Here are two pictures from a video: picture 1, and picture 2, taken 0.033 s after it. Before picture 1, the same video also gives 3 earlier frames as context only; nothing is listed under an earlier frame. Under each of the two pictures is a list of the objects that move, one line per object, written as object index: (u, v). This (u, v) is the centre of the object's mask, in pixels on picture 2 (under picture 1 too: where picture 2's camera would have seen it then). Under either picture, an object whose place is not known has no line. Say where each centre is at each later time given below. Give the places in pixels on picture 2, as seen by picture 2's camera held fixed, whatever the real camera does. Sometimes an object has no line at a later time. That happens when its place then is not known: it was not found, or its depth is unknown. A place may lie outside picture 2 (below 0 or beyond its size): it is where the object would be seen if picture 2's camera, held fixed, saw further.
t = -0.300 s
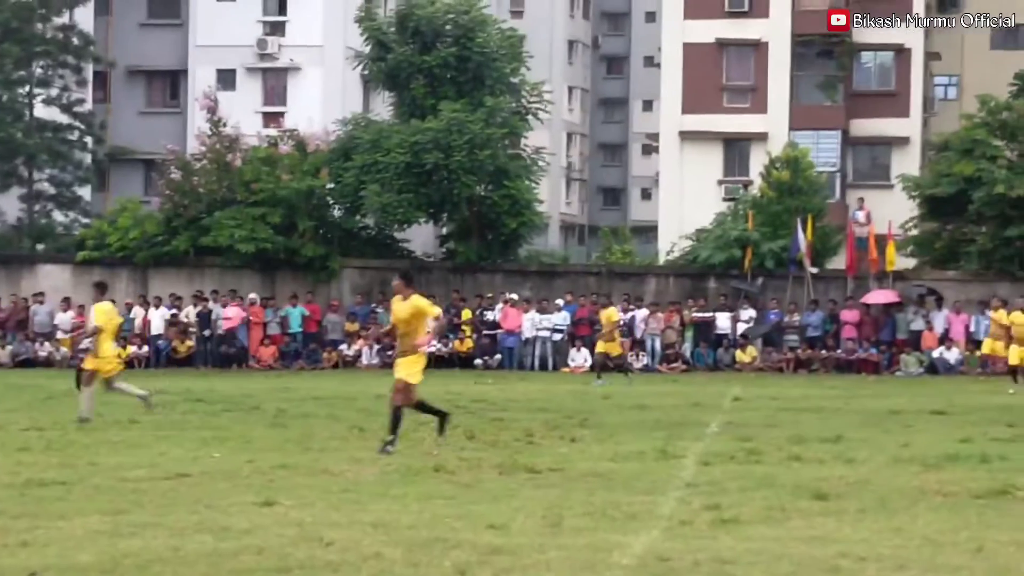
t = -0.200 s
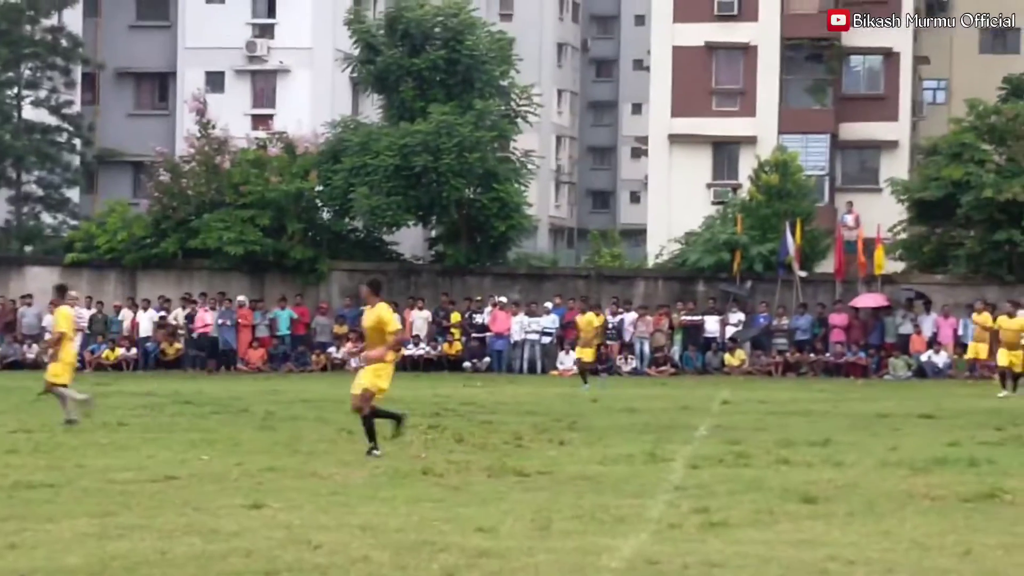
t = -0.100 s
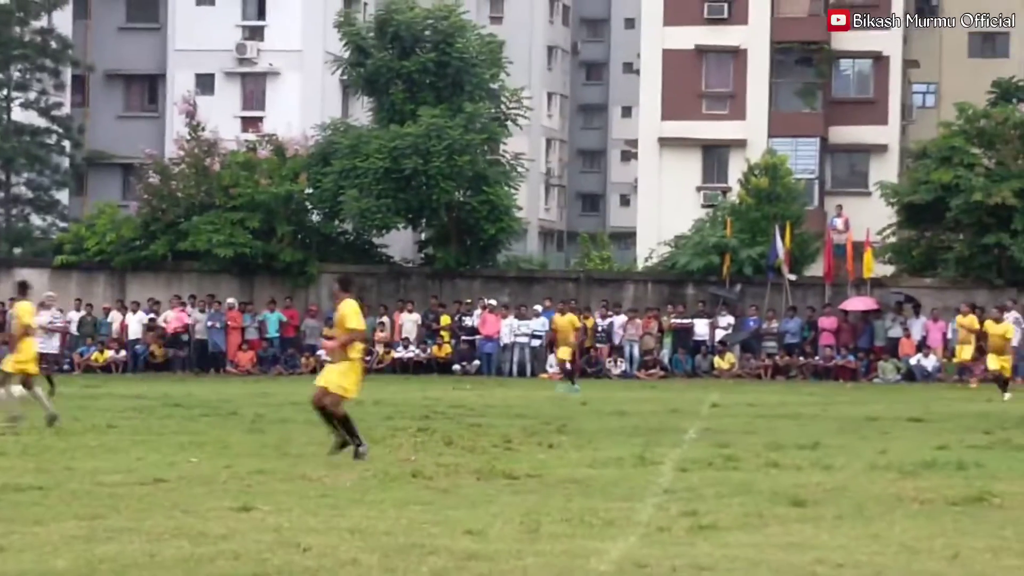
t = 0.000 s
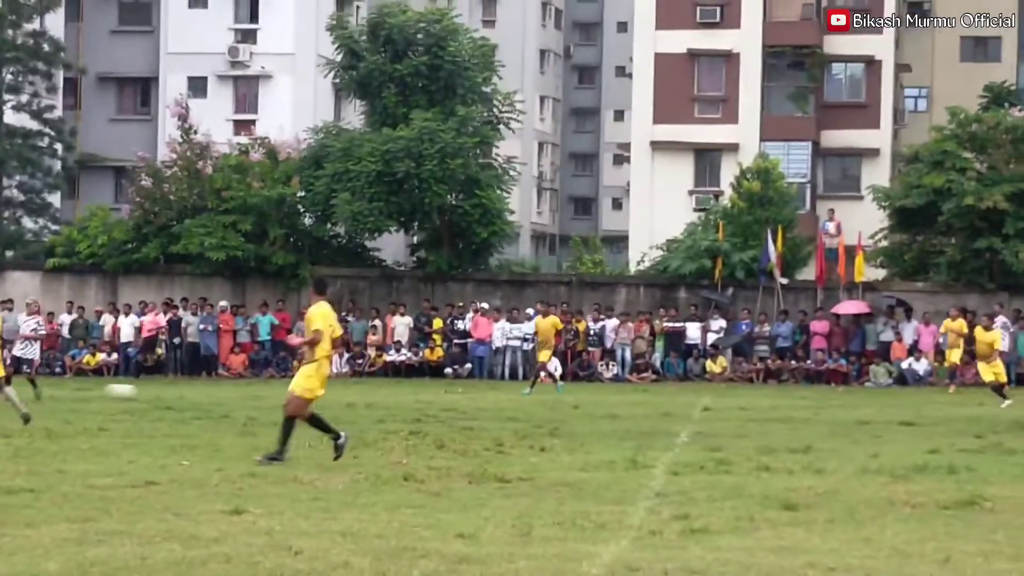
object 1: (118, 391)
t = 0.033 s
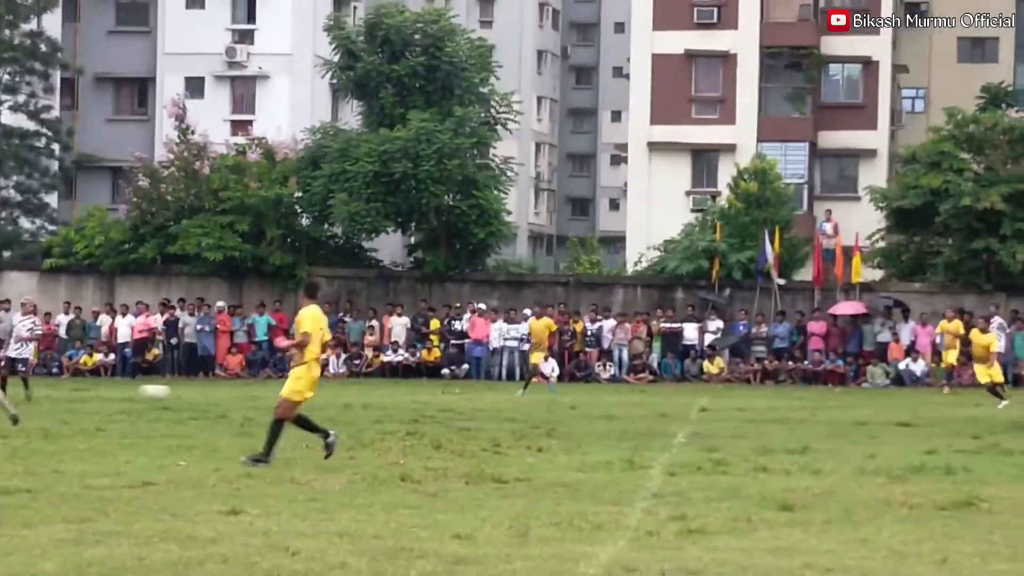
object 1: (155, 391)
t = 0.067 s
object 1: (190, 392)
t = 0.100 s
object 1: (225, 394)
